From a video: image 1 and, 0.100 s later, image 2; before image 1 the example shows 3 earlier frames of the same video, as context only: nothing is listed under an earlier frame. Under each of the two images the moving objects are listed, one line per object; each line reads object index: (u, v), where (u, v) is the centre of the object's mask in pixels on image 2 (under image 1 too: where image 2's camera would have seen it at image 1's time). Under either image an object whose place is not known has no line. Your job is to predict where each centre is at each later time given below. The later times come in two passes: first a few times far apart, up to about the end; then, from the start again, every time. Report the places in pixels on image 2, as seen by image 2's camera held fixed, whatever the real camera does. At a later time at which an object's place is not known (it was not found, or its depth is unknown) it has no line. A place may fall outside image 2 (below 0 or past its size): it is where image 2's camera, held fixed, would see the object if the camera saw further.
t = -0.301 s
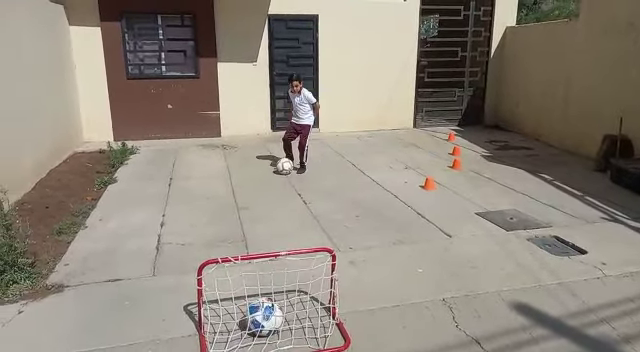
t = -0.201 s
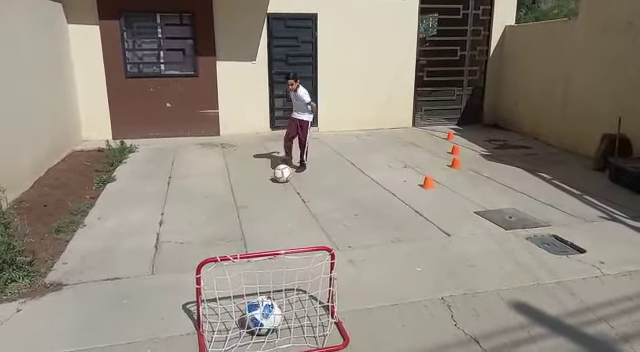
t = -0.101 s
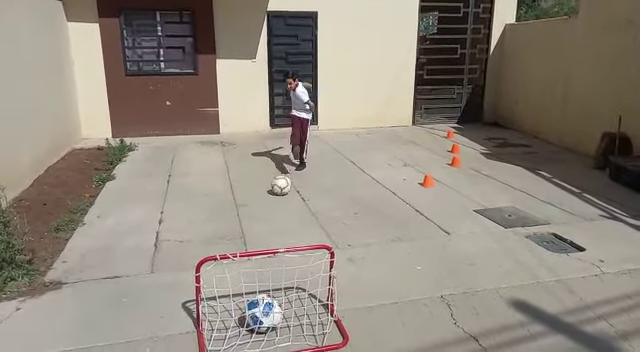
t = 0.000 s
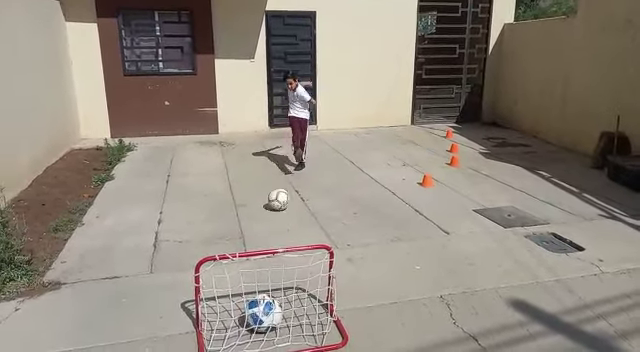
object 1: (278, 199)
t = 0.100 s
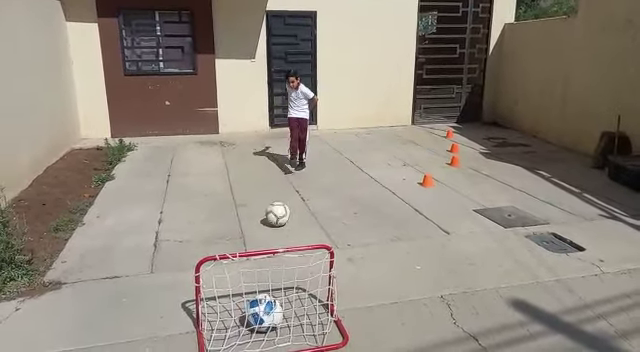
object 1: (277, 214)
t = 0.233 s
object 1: (275, 237)
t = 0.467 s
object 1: (270, 287)
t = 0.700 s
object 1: (274, 256)
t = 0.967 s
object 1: (281, 292)
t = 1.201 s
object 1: (278, 276)
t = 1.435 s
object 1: (293, 279)
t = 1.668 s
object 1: (320, 295)
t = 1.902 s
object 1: (321, 307)
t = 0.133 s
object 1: (277, 220)
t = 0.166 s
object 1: (276, 224)
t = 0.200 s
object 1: (275, 231)
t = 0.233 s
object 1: (275, 237)
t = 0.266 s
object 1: (274, 240)
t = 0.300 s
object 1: (274, 254)
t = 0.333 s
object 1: (272, 260)
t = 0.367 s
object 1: (271, 268)
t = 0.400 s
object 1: (271, 274)
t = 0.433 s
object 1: (271, 281)
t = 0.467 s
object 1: (270, 287)
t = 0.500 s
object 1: (269, 285)
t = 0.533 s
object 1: (269, 277)
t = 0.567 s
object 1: (270, 271)
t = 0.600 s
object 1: (271, 268)
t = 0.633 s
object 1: (272, 260)
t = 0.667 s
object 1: (272, 257)
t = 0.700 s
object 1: (274, 256)
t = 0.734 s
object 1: (275, 256)
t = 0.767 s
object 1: (275, 258)
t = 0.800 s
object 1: (275, 263)
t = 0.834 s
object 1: (276, 269)
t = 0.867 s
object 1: (277, 273)
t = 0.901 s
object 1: (277, 283)
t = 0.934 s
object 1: (279, 291)
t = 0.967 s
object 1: (281, 292)
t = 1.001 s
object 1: (280, 287)
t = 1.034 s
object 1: (280, 284)
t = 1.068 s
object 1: (279, 280)
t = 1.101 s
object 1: (278, 277)
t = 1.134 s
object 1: (278, 274)
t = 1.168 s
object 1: (278, 275)
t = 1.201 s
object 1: (278, 276)
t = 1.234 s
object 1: (280, 276)
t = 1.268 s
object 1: (281, 276)
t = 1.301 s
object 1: (283, 277)
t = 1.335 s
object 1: (285, 277)
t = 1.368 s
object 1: (287, 278)
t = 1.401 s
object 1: (290, 278)
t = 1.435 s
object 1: (293, 279)
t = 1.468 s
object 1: (295, 281)
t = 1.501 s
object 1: (300, 282)
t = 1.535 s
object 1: (303, 289)
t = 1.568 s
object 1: (306, 296)
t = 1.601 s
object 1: (311, 301)
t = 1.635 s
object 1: (315, 301)
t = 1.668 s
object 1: (320, 295)
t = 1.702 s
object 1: (319, 295)
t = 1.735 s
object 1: (319, 295)
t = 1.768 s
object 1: (319, 297)
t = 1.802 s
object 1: (319, 299)
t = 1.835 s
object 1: (319, 304)
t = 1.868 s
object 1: (319, 311)
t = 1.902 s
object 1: (321, 307)
